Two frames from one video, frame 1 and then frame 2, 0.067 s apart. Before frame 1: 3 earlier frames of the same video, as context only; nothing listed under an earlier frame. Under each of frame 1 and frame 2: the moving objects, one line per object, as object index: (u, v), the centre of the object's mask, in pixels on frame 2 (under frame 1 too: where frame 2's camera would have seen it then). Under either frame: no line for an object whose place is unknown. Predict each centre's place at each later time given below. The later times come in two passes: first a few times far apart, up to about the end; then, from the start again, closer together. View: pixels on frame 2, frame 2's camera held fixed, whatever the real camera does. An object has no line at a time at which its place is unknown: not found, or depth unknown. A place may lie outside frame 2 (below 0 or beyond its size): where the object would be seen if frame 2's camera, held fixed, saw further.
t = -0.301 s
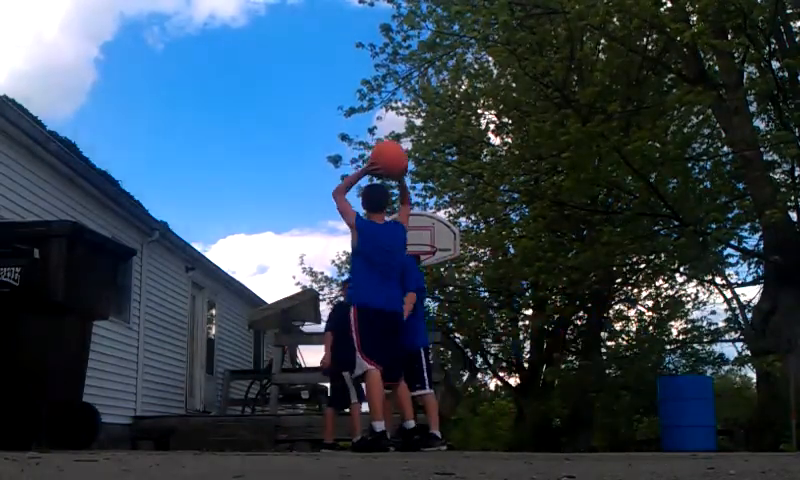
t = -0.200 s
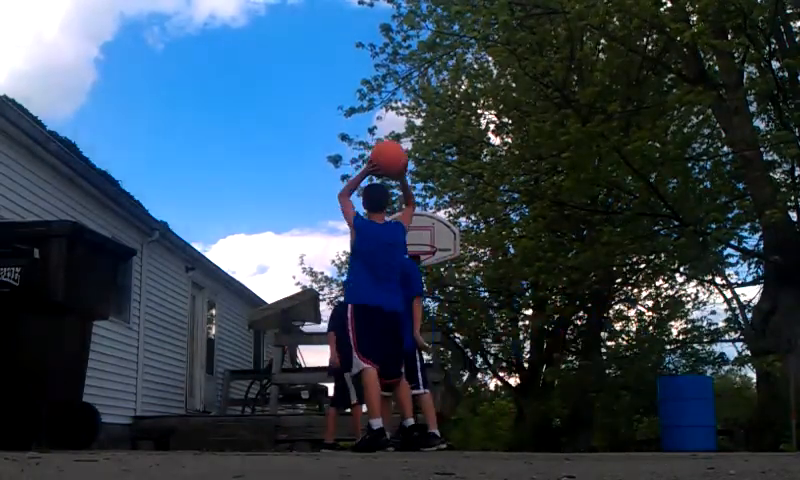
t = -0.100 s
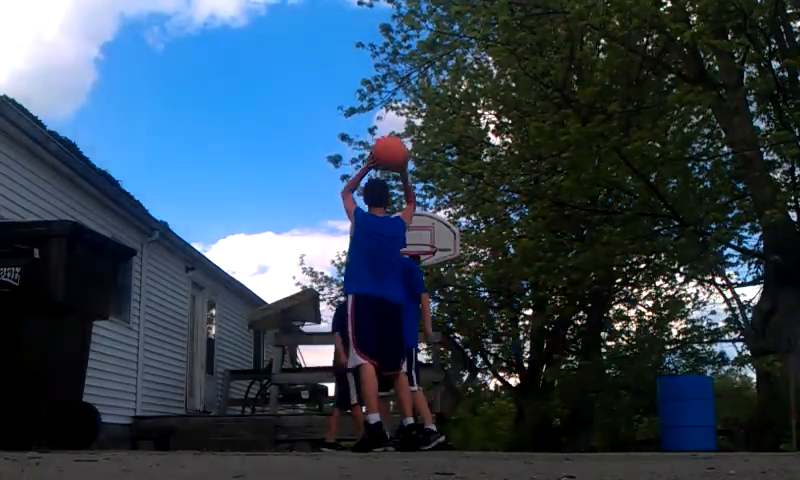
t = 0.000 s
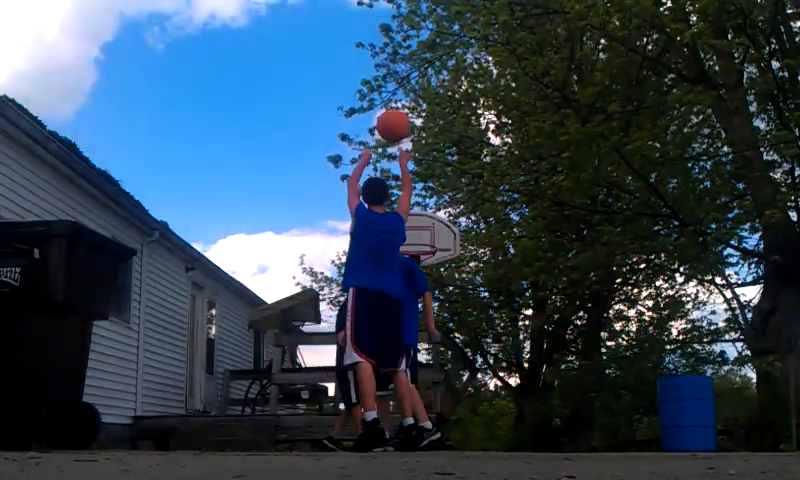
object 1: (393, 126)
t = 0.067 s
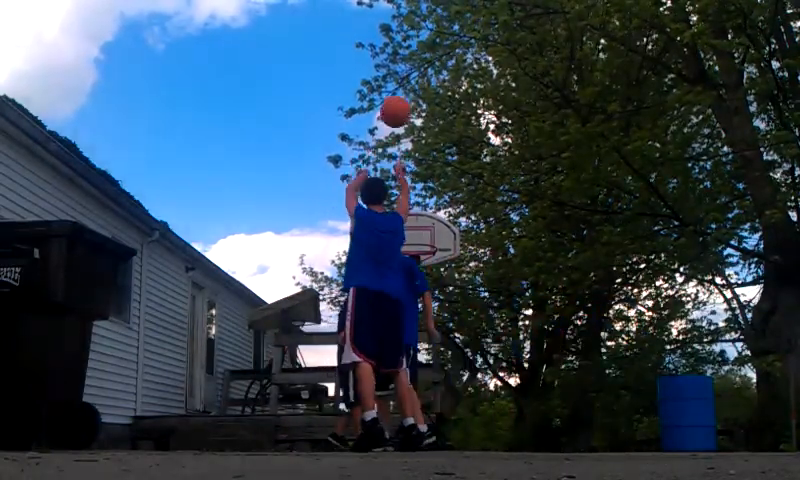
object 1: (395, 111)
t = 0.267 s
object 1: (401, 104)
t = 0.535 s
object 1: (409, 154)
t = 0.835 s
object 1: (416, 244)
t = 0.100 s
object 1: (396, 107)
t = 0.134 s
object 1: (398, 104)
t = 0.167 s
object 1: (399, 102)
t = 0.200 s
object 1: (399, 102)
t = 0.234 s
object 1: (400, 103)
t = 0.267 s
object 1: (401, 104)
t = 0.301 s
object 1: (403, 108)
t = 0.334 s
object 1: (404, 112)
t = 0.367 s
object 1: (404, 117)
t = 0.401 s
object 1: (405, 123)
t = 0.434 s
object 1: (407, 131)
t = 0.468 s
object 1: (408, 138)
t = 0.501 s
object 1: (409, 146)
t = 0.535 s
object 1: (409, 154)
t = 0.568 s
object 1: (411, 164)
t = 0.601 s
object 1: (412, 174)
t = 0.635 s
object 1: (412, 184)
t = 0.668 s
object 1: (414, 196)
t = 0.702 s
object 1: (415, 207)
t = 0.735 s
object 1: (416, 221)
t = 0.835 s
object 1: (416, 244)
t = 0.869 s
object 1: (417, 251)
